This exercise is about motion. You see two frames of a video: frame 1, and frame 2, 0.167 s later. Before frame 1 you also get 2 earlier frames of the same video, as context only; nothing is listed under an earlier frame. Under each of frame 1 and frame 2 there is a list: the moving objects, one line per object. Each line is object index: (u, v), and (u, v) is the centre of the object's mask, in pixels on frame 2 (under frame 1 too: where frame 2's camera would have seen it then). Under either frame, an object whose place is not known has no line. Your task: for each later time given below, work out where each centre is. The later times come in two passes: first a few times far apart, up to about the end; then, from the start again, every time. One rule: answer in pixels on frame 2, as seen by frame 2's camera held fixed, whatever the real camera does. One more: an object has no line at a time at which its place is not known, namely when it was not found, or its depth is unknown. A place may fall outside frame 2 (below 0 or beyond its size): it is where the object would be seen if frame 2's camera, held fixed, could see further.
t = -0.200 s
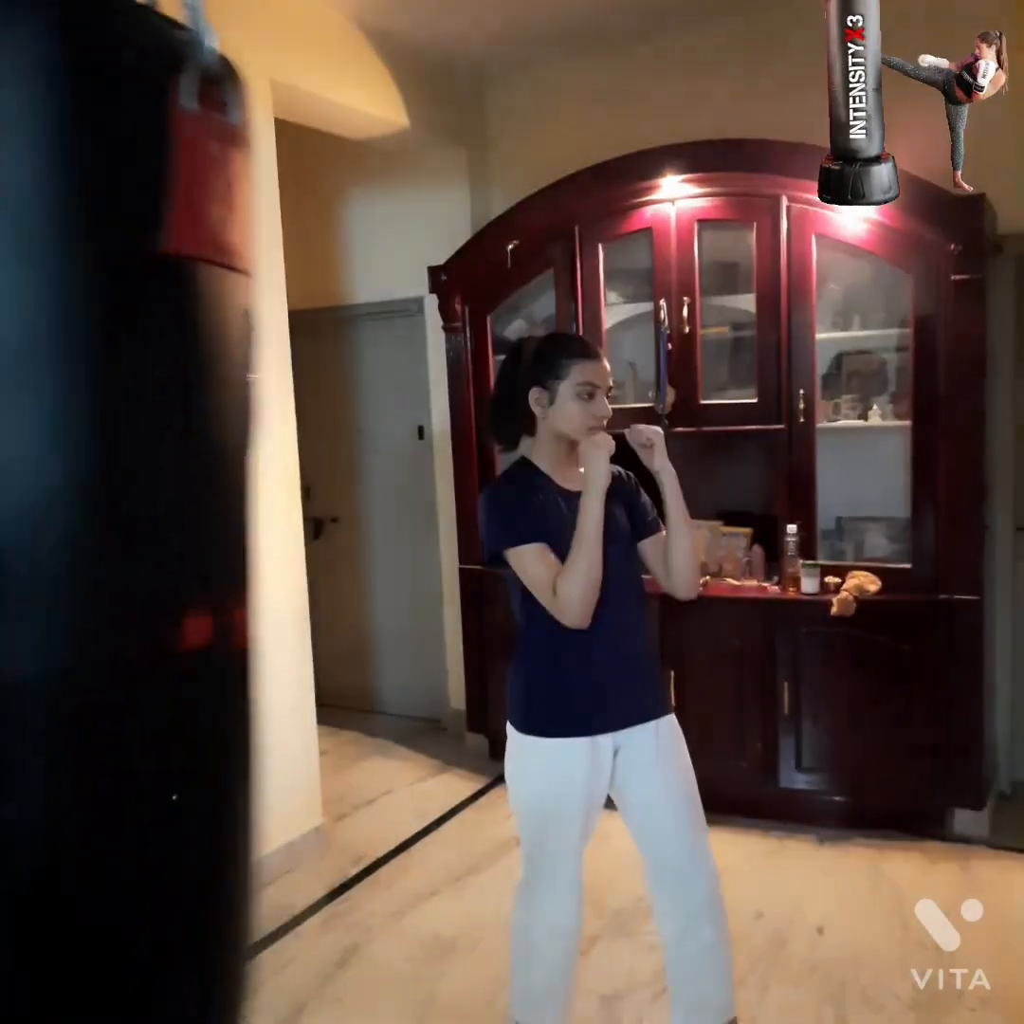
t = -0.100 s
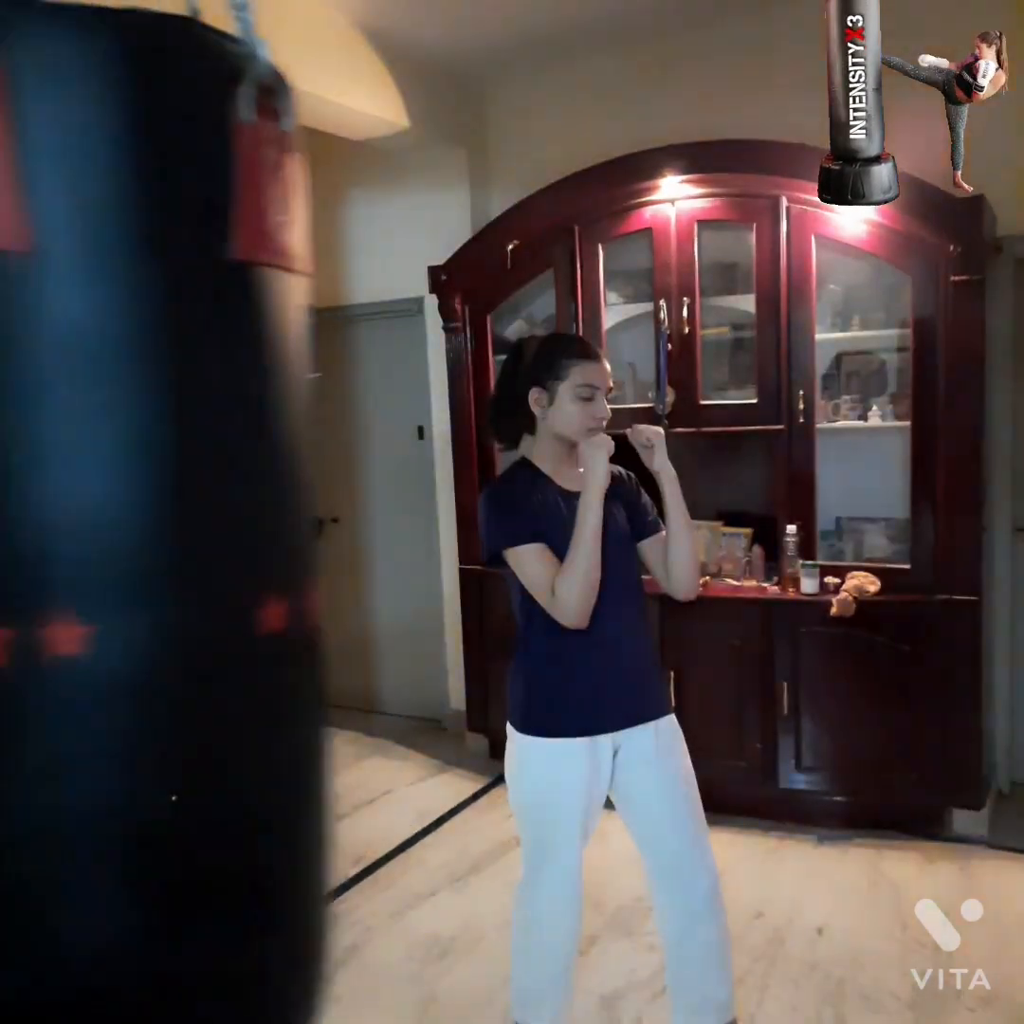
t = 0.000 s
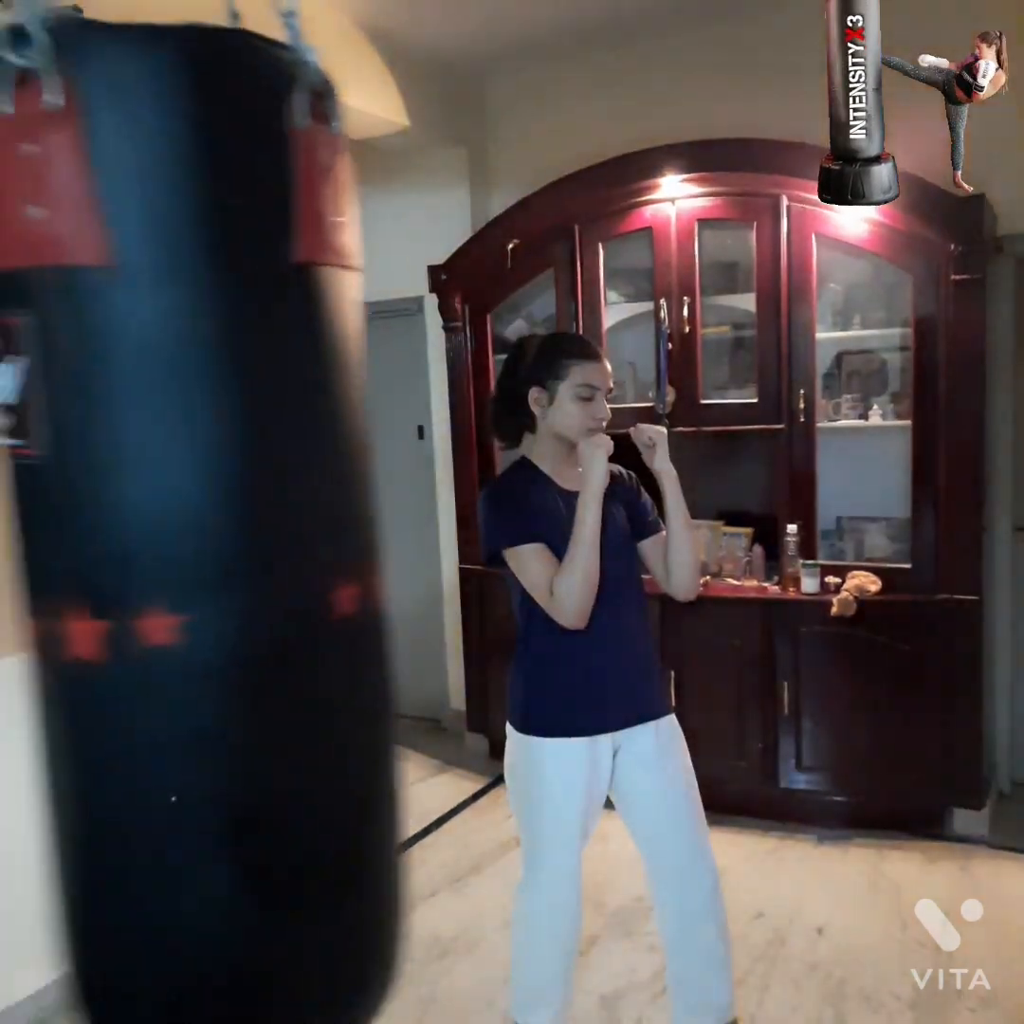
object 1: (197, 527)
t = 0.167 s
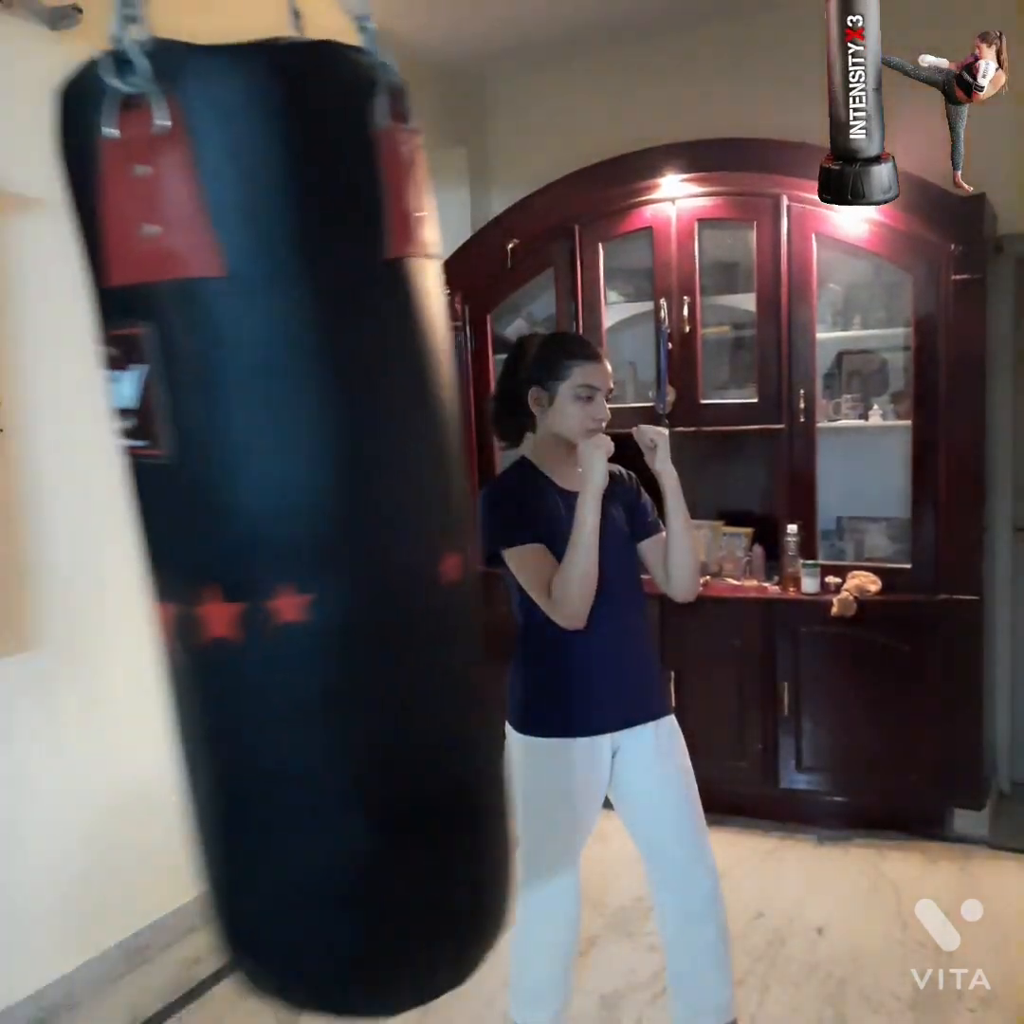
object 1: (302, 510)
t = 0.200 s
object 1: (321, 505)
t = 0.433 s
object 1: (408, 481)
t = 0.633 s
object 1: (433, 476)
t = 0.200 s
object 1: (321, 505)
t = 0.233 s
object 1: (334, 503)
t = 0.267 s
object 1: (348, 501)
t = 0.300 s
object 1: (363, 496)
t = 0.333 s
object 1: (377, 489)
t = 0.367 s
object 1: (389, 485)
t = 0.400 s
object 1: (400, 482)
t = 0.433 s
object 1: (408, 481)
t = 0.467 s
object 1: (416, 479)
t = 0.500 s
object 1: (420, 478)
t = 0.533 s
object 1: (428, 475)
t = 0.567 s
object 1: (431, 475)
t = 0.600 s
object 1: (433, 476)
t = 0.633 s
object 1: (433, 476)
